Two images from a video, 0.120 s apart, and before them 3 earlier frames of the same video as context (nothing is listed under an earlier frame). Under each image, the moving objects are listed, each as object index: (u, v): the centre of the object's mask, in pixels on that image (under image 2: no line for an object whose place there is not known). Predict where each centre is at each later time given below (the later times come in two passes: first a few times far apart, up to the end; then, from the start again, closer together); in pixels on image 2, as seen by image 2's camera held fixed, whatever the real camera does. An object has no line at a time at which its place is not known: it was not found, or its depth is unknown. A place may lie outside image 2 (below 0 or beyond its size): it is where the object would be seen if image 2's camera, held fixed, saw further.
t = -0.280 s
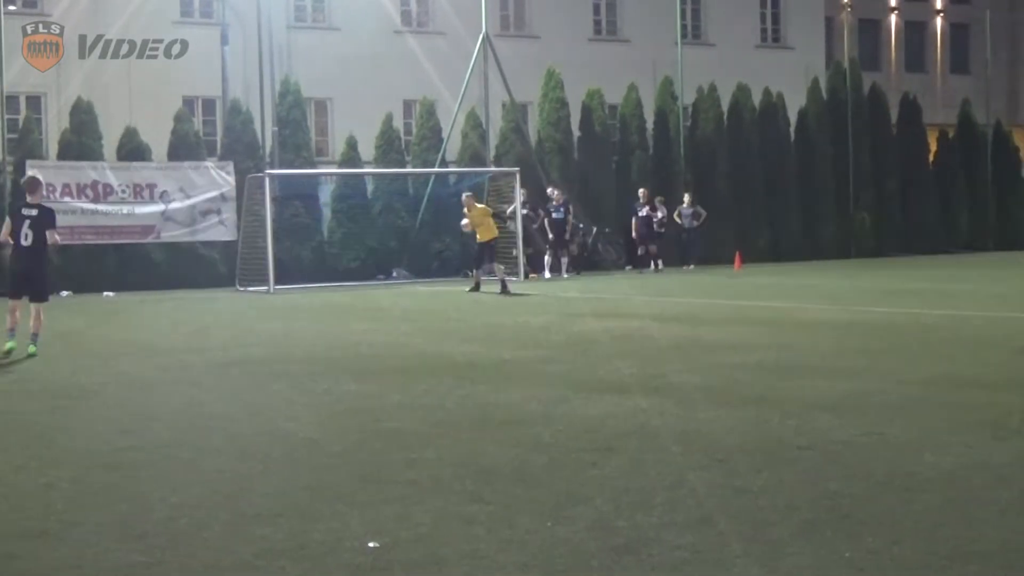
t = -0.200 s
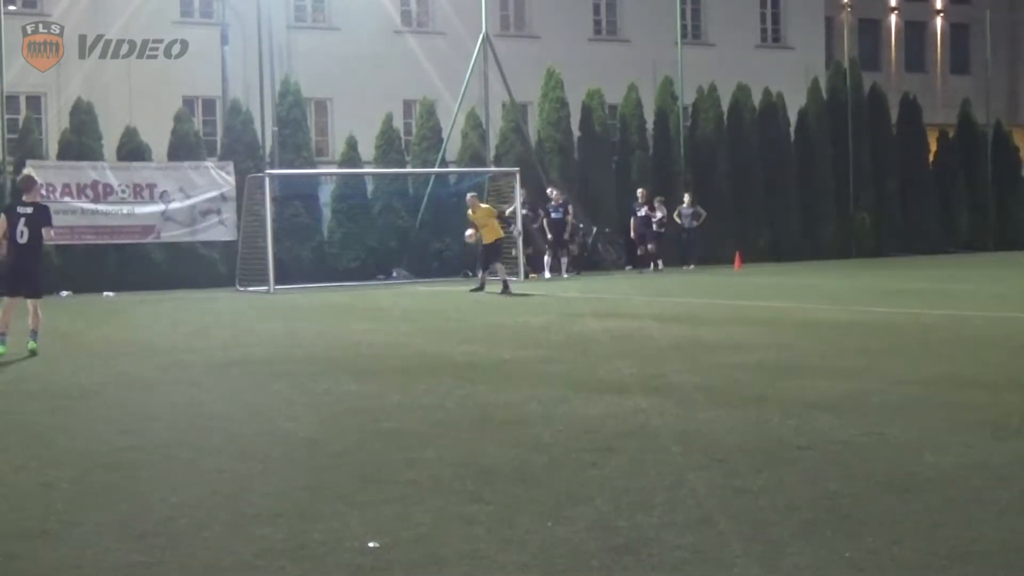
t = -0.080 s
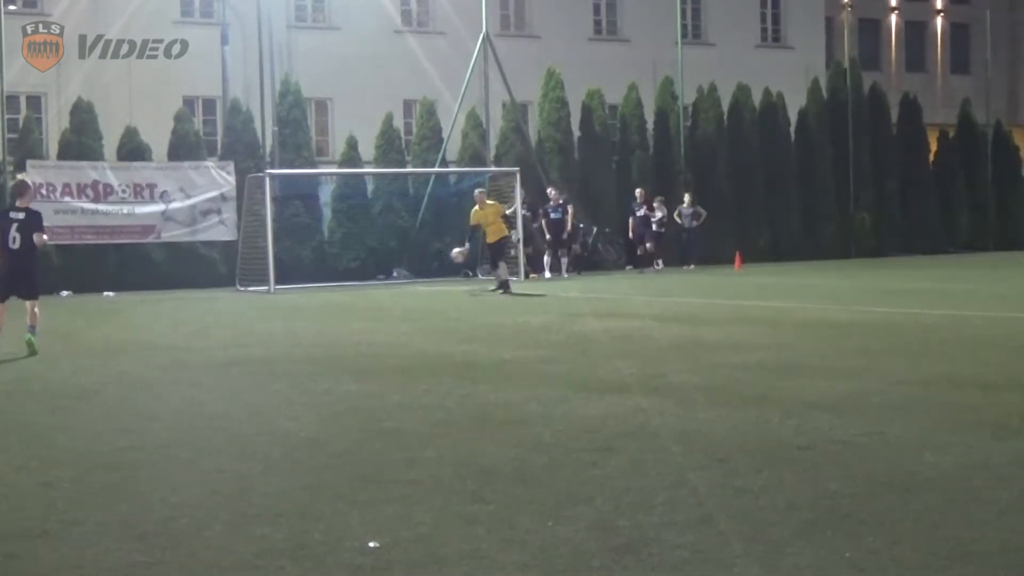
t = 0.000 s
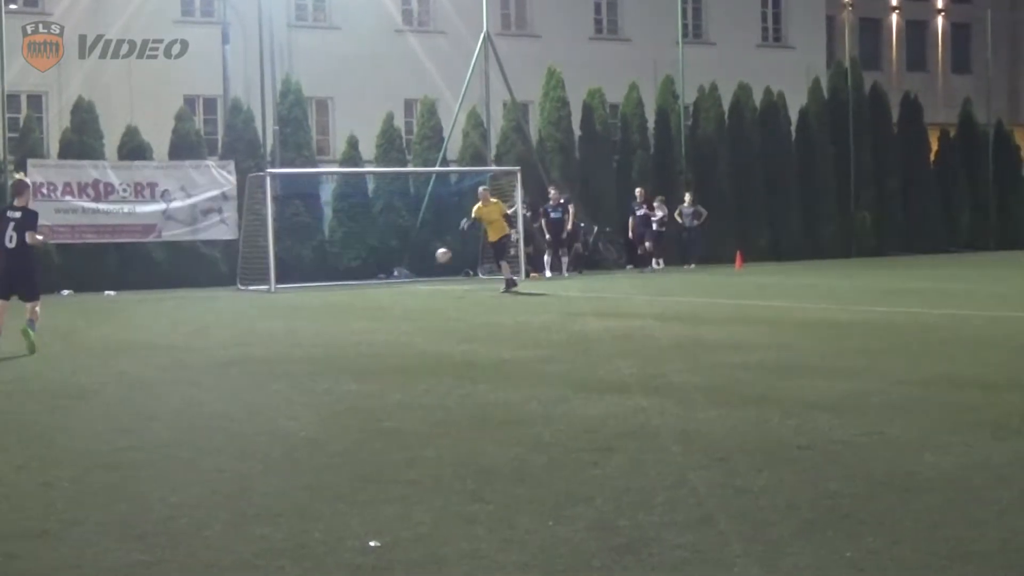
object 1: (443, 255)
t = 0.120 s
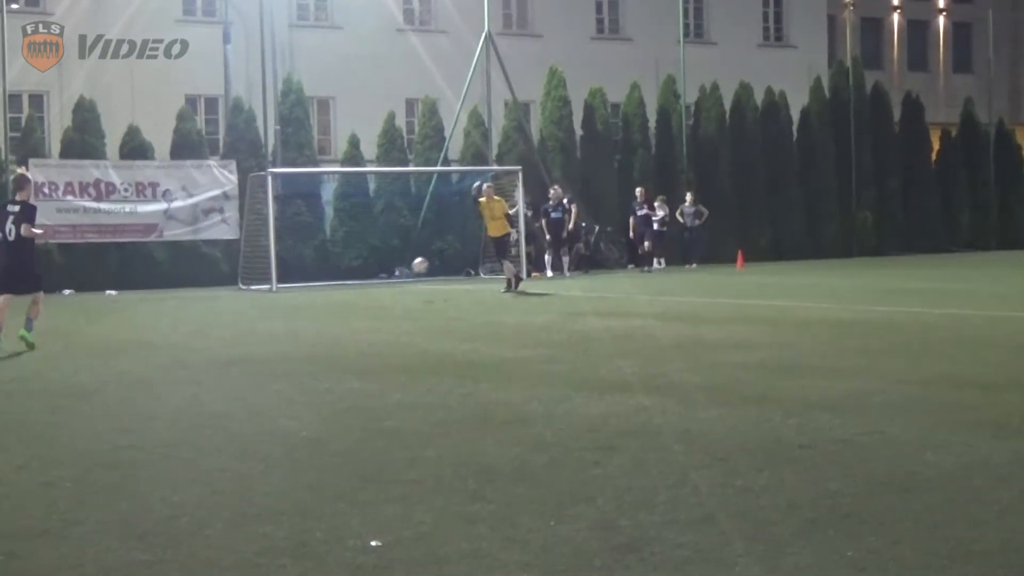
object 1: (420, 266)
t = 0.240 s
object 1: (394, 288)
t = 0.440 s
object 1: (356, 276)
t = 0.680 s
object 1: (312, 275)
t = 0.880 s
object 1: (274, 313)
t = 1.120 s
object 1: (218, 298)
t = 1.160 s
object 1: (206, 300)
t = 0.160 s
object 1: (411, 272)
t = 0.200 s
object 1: (403, 278)
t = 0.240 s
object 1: (394, 288)
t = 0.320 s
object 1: (377, 294)
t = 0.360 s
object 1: (371, 286)
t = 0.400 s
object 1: (364, 280)
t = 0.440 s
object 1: (356, 276)
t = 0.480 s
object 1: (349, 272)
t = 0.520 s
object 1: (342, 271)
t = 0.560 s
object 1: (334, 270)
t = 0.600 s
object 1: (327, 271)
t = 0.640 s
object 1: (319, 272)
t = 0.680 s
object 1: (312, 275)
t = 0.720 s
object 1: (304, 280)
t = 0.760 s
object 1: (297, 285)
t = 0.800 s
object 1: (289, 293)
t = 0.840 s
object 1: (281, 301)
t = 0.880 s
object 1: (274, 313)
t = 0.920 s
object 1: (264, 311)
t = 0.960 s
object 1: (255, 305)
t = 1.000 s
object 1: (246, 301)
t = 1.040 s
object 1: (236, 298)
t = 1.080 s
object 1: (227, 297)
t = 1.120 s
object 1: (218, 298)
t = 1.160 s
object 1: (206, 300)
